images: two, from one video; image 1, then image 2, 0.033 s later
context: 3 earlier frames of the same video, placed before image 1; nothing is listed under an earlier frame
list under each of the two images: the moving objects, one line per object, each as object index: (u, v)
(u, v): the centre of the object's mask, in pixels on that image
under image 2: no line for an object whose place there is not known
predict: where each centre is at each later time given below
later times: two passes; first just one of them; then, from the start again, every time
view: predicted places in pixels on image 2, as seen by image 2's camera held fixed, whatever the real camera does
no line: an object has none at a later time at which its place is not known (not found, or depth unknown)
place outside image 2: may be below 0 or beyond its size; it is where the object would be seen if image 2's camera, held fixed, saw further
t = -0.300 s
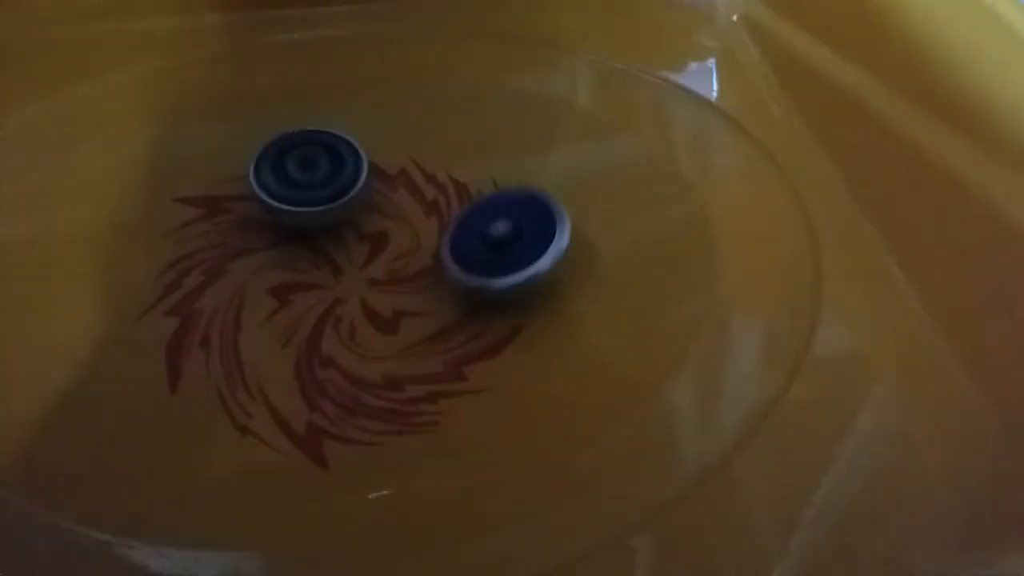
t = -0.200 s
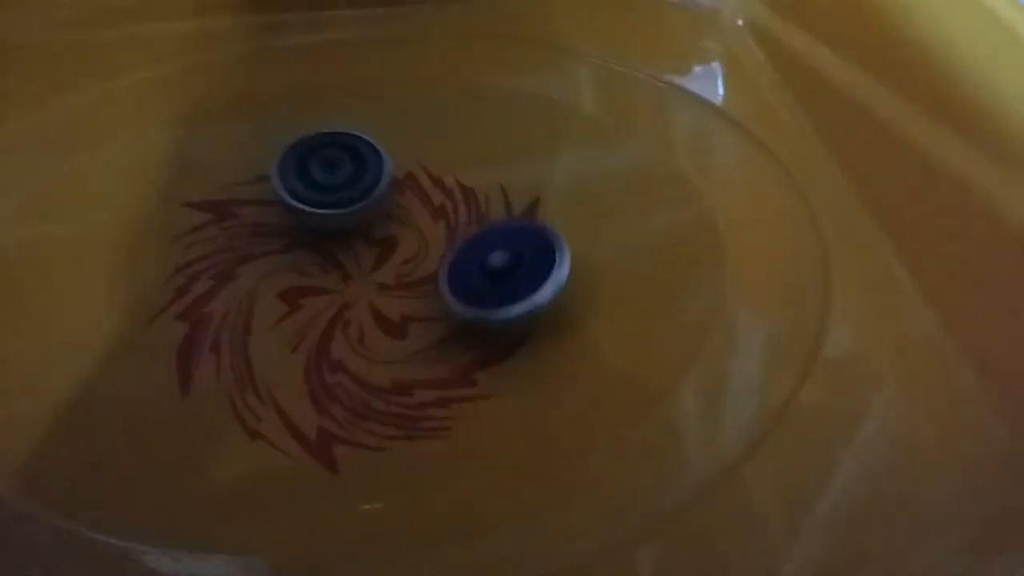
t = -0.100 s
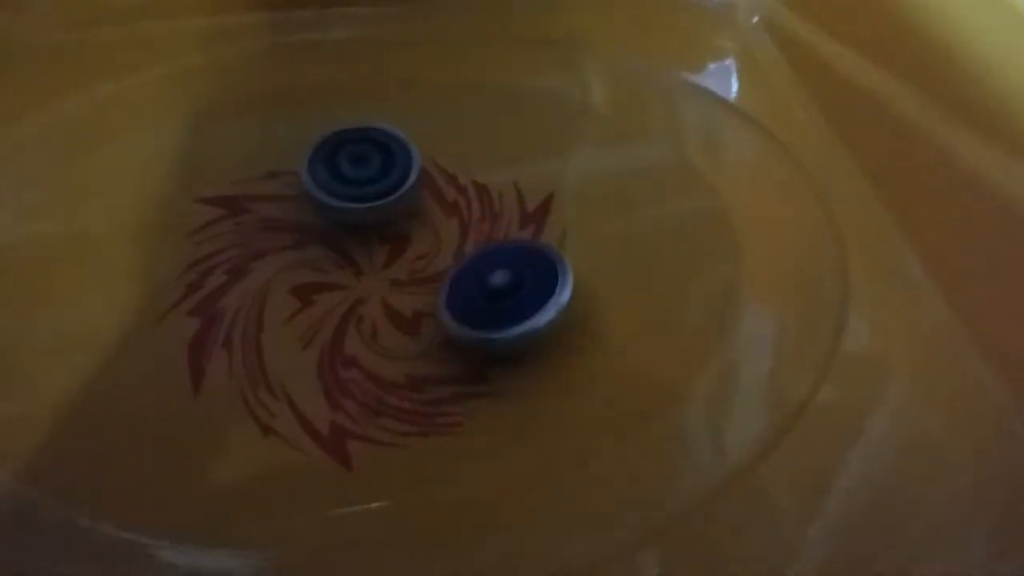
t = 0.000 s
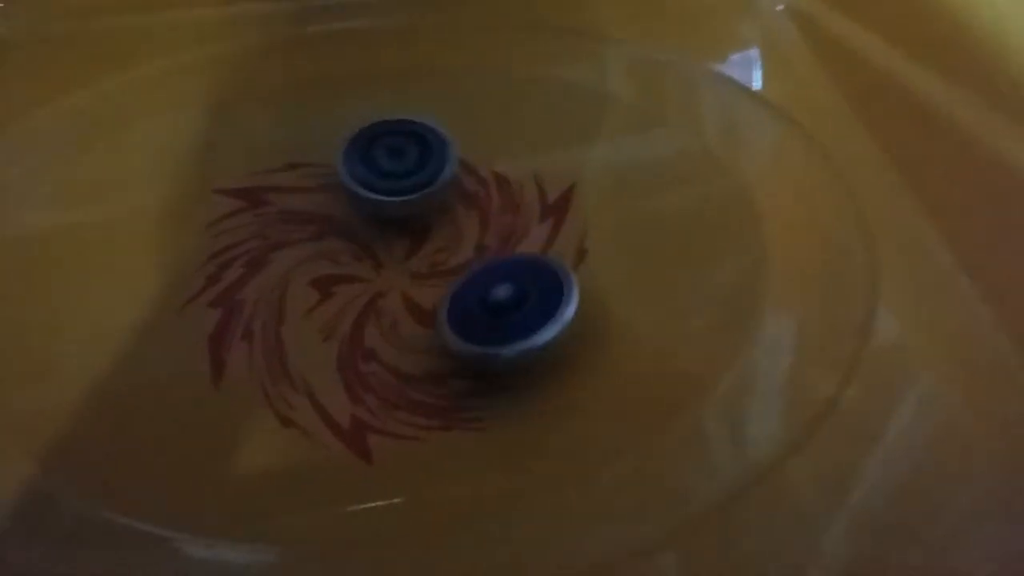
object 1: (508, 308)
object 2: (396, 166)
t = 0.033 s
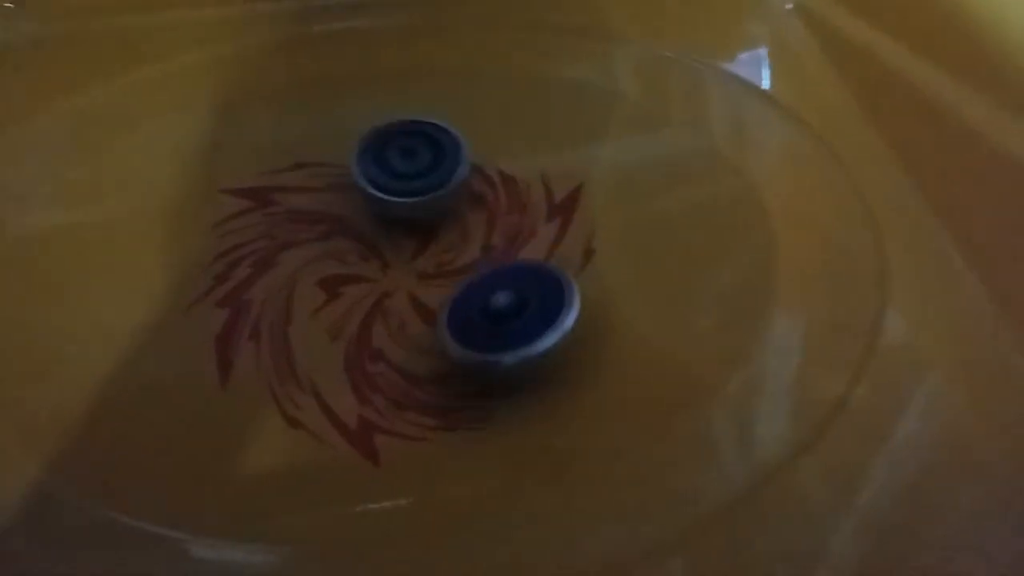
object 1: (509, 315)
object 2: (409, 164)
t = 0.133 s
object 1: (490, 332)
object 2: (428, 172)
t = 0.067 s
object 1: (503, 321)
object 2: (416, 164)
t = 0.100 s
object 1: (497, 327)
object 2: (423, 169)
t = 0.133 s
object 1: (490, 332)
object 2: (428, 172)
